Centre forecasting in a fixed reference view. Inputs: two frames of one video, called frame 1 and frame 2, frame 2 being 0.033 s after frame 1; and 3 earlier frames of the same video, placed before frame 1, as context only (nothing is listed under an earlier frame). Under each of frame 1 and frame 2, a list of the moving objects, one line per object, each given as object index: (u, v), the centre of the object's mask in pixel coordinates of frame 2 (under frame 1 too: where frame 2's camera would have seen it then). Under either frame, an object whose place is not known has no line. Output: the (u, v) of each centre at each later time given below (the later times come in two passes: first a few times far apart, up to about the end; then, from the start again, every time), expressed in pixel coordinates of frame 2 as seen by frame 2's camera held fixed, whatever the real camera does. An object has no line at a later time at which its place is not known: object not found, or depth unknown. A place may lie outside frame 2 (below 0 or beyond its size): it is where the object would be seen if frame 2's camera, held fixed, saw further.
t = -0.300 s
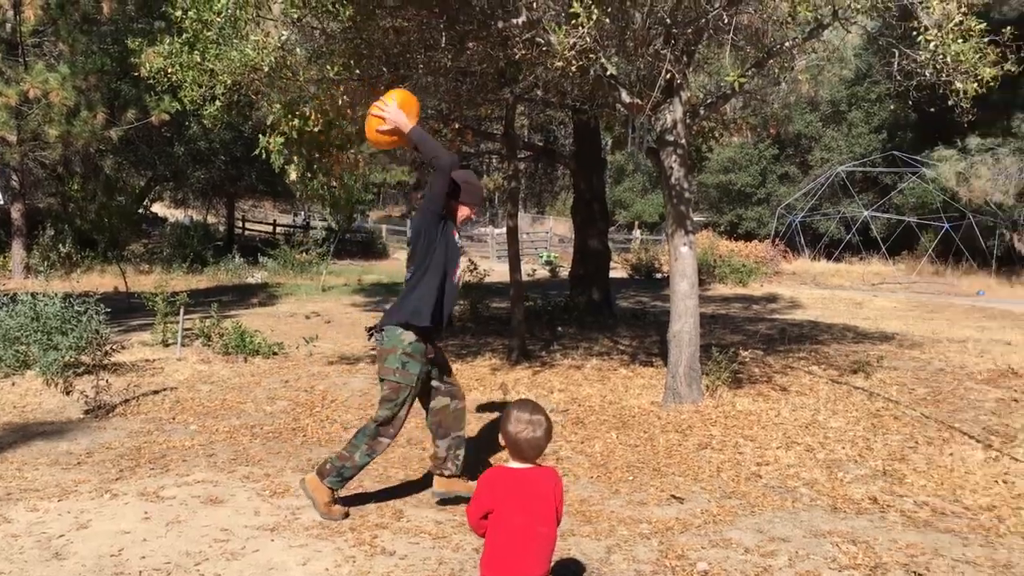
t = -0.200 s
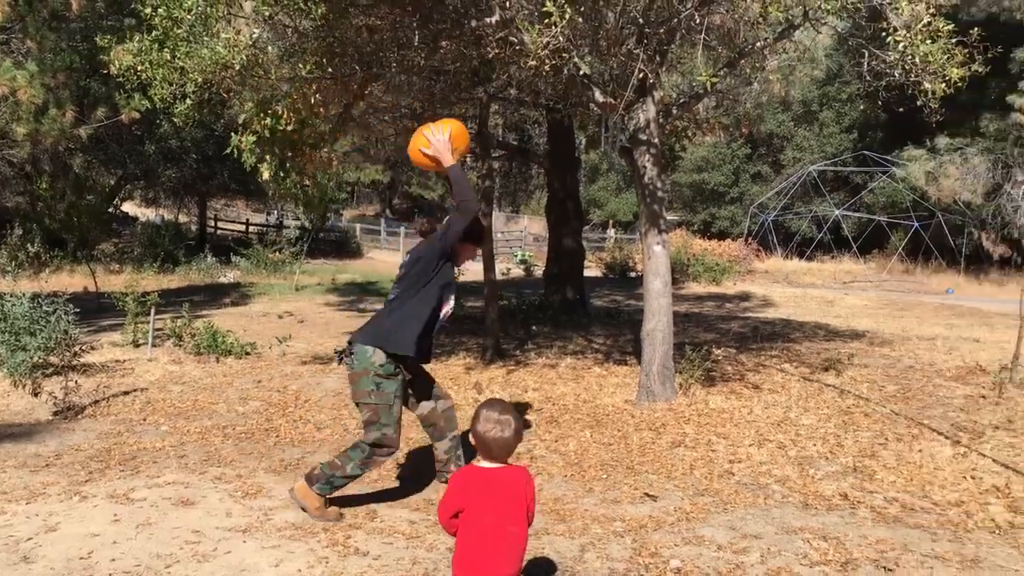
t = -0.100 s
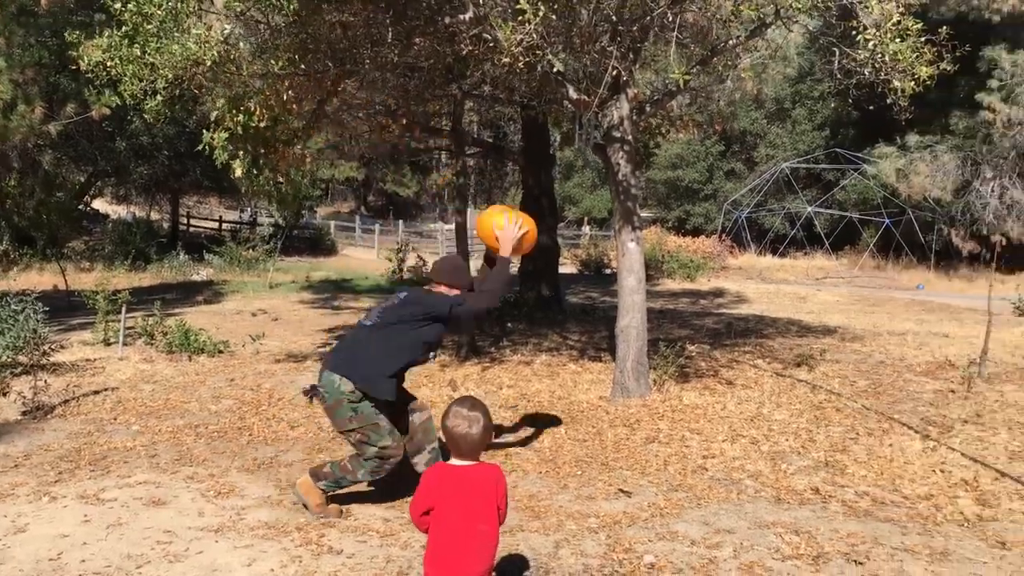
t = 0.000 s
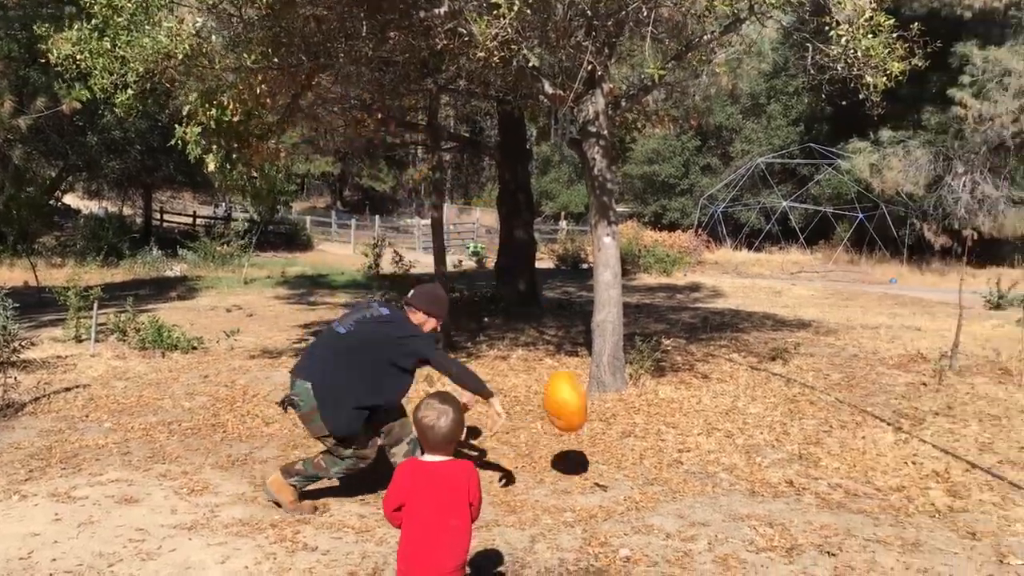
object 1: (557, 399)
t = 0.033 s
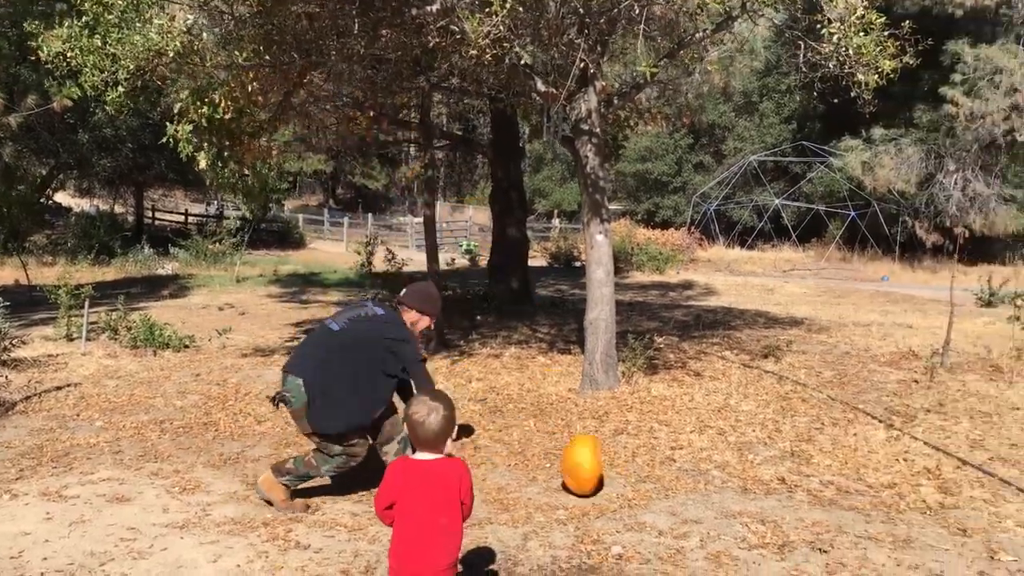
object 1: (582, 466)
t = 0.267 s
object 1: (650, 462)
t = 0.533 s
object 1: (692, 461)
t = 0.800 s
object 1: (718, 459)
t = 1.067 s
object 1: (714, 460)
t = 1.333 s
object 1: (715, 460)
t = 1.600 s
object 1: (714, 460)
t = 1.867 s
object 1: (715, 460)
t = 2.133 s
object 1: (714, 460)
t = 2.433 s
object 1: (715, 460)
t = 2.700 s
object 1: (715, 460)
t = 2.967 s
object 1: (714, 460)
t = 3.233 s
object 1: (714, 460)
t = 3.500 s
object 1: (714, 460)
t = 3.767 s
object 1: (714, 460)
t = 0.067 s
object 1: (600, 489)
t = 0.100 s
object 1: (608, 482)
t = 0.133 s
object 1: (620, 473)
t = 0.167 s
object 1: (628, 468)
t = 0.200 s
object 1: (636, 465)
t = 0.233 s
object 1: (642, 462)
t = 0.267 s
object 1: (650, 462)
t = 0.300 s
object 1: (656, 462)
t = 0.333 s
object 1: (661, 464)
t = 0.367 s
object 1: (667, 464)
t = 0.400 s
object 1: (674, 464)
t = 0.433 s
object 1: (679, 463)
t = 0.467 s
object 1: (684, 464)
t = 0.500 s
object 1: (688, 462)
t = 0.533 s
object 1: (692, 461)
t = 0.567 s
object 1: (698, 460)
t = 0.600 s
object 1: (711, 460)
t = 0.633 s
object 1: (703, 459)
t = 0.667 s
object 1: (704, 460)
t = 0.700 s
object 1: (717, 459)
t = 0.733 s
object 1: (718, 459)
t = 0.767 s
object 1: (718, 459)
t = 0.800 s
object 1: (718, 459)
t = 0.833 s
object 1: (718, 459)
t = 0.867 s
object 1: (718, 460)
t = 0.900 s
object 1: (717, 460)
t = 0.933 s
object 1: (717, 460)
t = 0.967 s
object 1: (716, 460)
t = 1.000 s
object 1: (715, 460)
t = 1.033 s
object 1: (715, 460)
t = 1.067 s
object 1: (714, 460)
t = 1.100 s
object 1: (714, 460)
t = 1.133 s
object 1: (714, 460)
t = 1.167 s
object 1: (714, 460)
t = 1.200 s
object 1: (715, 460)
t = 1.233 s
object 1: (714, 460)
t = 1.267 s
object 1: (714, 460)
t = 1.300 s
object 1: (715, 460)
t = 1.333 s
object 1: (715, 460)
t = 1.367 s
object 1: (715, 460)
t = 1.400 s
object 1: (714, 460)
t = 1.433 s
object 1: (714, 460)
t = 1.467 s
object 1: (714, 460)
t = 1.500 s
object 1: (714, 460)
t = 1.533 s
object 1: (714, 460)
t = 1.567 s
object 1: (714, 460)
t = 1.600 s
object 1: (714, 460)
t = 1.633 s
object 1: (714, 460)
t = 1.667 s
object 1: (714, 460)
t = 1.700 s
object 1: (714, 460)
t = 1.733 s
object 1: (714, 460)
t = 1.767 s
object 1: (714, 460)
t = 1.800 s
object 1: (714, 460)
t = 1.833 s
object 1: (714, 460)
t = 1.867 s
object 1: (715, 460)
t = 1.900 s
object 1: (715, 460)
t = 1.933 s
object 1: (715, 460)
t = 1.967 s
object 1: (715, 460)
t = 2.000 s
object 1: (714, 460)
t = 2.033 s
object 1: (714, 460)
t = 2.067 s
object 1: (714, 460)
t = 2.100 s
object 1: (714, 460)
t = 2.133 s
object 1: (714, 460)
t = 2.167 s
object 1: (714, 460)
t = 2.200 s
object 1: (714, 460)
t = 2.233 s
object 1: (714, 460)
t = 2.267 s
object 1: (714, 460)
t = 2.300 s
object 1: (714, 460)
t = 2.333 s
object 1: (714, 460)
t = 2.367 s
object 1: (714, 460)
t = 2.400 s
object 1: (715, 460)
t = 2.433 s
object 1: (715, 460)
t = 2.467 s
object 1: (715, 460)
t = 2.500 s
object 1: (715, 460)
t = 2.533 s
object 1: (715, 460)
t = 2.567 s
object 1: (715, 460)
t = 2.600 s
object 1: (715, 460)
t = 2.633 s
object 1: (715, 460)
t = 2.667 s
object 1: (715, 460)
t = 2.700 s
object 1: (715, 460)
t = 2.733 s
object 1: (715, 460)
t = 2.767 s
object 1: (715, 460)
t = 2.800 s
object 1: (714, 460)
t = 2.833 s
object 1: (714, 460)
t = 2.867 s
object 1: (714, 460)
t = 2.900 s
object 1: (714, 460)
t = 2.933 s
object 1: (714, 460)
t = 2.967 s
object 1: (714, 460)
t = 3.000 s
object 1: (714, 460)
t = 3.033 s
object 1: (714, 460)
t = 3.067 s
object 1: (714, 460)
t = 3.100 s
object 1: (714, 460)
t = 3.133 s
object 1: (714, 460)
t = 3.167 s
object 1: (714, 460)
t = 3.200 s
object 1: (714, 460)
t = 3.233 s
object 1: (714, 460)
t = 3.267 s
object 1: (714, 460)
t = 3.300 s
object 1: (714, 460)
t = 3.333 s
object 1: (714, 460)
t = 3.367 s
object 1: (714, 460)
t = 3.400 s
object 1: (714, 460)
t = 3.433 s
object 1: (714, 460)
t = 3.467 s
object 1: (714, 460)
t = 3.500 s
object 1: (714, 460)
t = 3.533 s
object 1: (714, 460)
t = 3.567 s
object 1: (714, 460)
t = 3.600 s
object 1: (714, 460)
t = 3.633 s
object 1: (714, 460)
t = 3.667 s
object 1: (714, 460)
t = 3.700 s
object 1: (714, 460)
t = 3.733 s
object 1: (714, 460)
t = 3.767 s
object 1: (714, 460)
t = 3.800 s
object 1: (714, 460)
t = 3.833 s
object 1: (715, 460)
